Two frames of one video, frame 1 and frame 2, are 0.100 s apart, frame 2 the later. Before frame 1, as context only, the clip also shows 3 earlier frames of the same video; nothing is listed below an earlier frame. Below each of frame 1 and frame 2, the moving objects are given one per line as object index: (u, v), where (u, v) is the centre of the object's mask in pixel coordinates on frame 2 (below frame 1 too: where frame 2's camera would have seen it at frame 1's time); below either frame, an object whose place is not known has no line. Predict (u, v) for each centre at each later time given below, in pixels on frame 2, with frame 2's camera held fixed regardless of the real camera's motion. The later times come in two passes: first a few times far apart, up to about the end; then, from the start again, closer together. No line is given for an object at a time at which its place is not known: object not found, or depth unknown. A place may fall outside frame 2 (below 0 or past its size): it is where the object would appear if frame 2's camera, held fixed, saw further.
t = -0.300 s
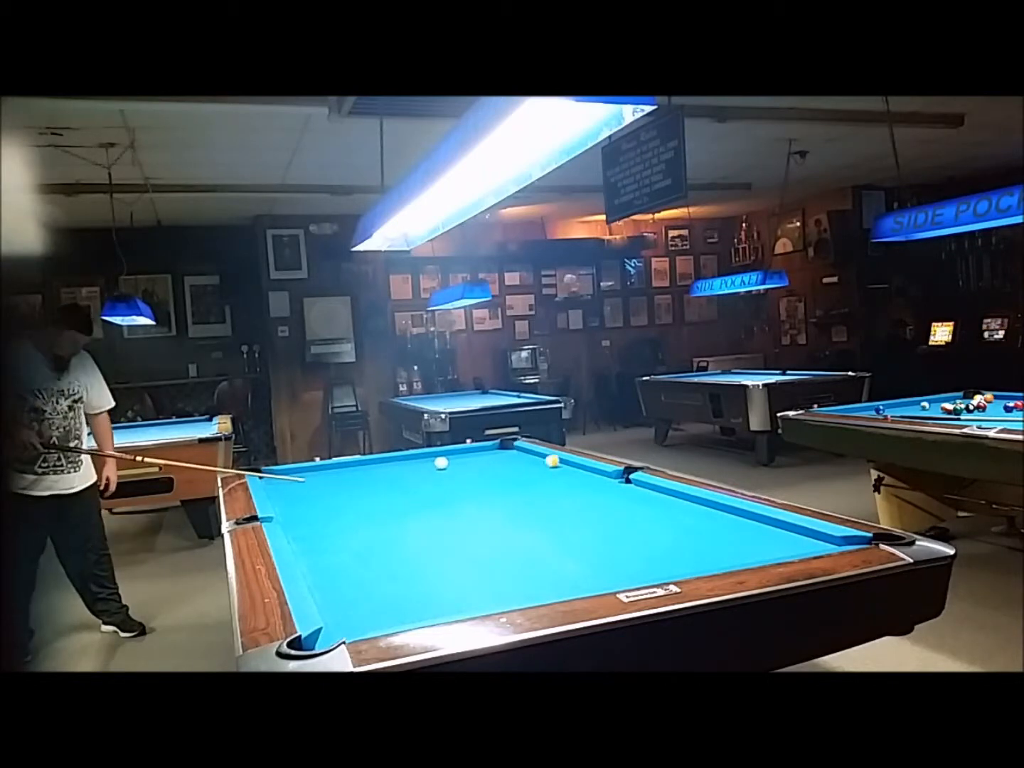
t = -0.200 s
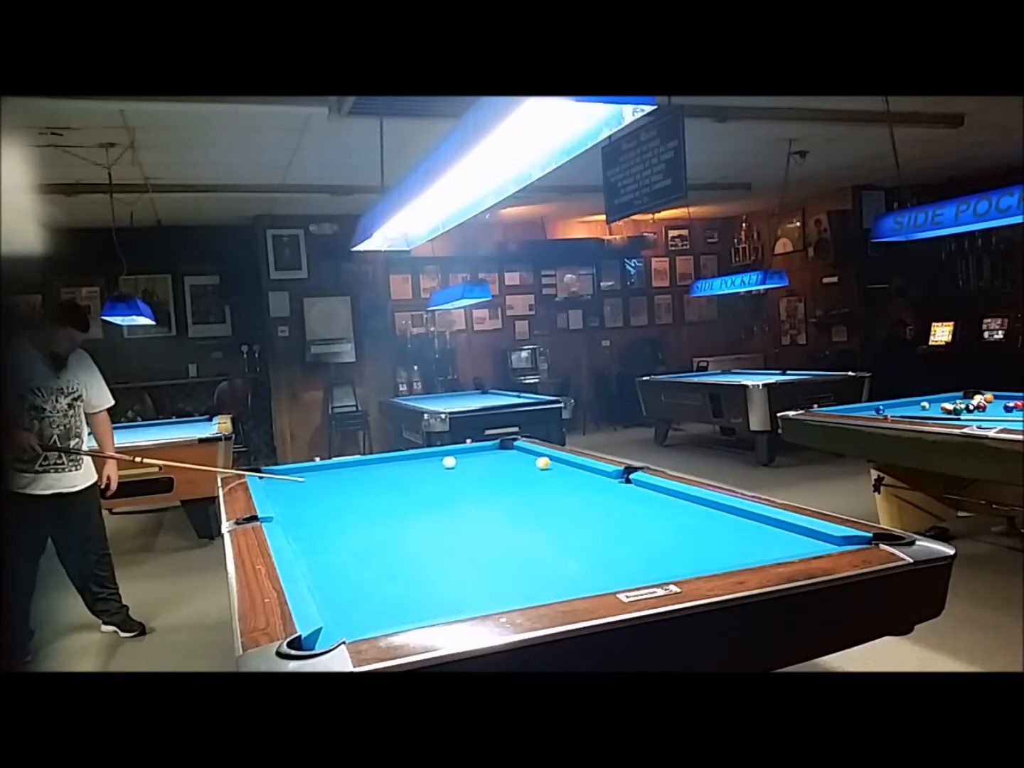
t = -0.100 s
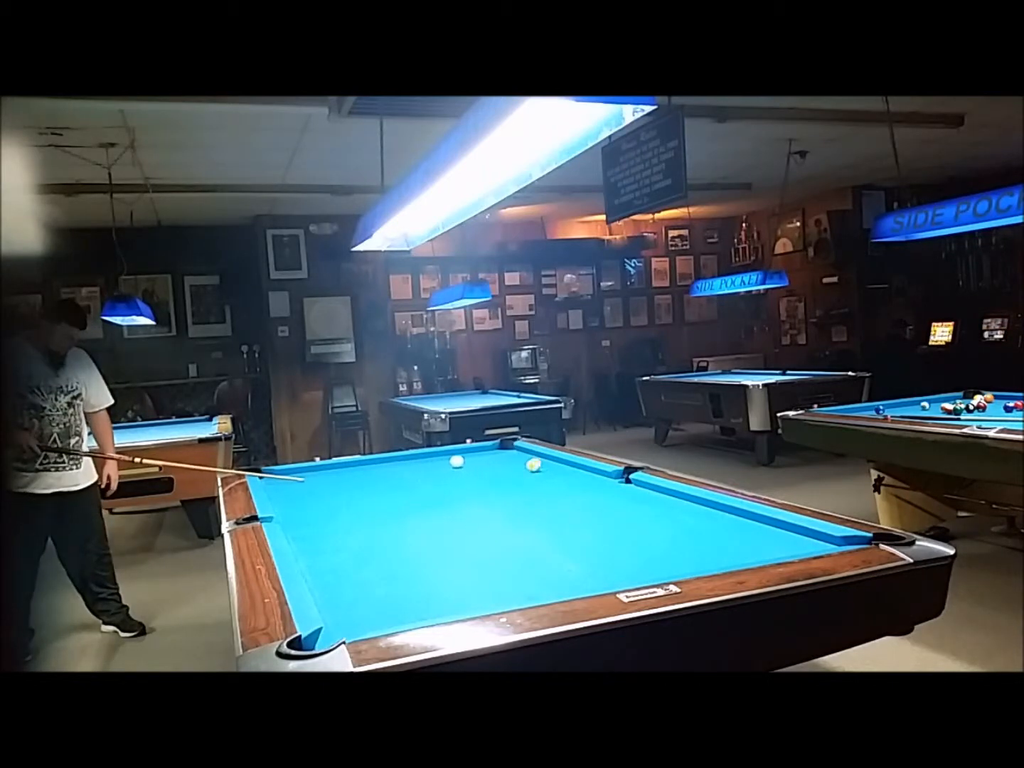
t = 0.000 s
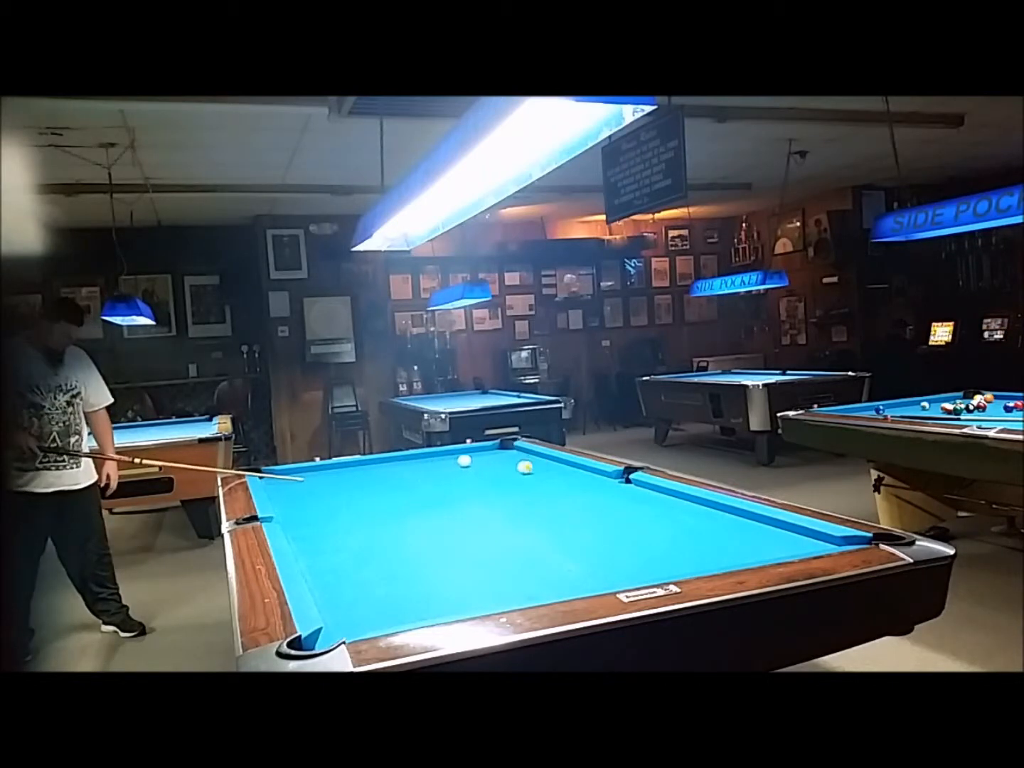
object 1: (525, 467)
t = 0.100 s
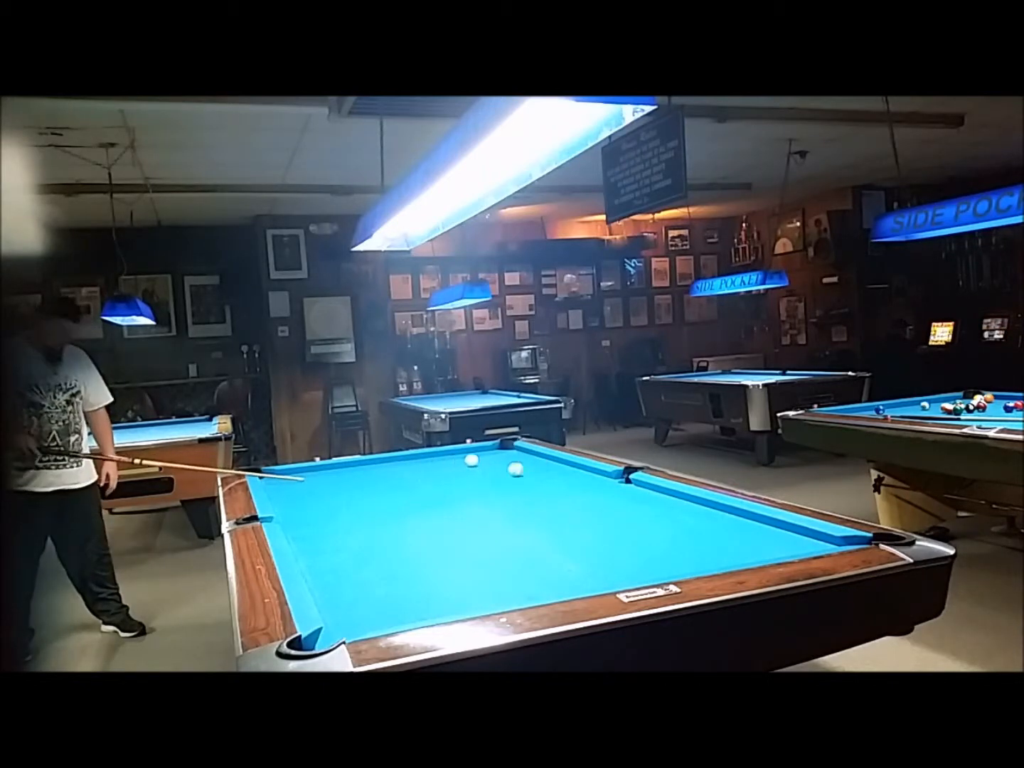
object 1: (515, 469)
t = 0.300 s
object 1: (497, 473)
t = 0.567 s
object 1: (471, 480)
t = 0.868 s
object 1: (441, 486)
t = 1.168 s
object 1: (411, 493)
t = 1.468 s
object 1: (380, 500)
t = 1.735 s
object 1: (352, 507)
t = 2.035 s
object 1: (320, 515)
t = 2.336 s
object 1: (288, 522)
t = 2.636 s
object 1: (281, 520)
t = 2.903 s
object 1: (279, 518)
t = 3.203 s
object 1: (285, 518)
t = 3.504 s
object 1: (290, 519)
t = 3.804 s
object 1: (295, 518)
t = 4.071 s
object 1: (297, 518)
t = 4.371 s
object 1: (297, 519)
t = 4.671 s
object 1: (297, 519)
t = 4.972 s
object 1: (297, 519)
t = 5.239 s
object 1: (297, 519)
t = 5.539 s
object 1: (297, 519)
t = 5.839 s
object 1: (297, 519)
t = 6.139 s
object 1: (297, 519)
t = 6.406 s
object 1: (297, 519)
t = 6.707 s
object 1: (297, 519)
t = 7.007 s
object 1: (297, 519)
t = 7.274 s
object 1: (297, 519)
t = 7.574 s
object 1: (297, 519)
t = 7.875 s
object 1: (297, 519)
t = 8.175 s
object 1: (297, 519)
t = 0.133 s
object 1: (512, 470)
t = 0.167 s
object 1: (509, 470)
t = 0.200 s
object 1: (506, 471)
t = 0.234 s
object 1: (503, 472)
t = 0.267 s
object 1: (500, 473)
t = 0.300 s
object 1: (497, 473)
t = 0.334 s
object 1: (493, 474)
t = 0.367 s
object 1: (491, 475)
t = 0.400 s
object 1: (487, 476)
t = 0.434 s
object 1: (484, 476)
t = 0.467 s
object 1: (481, 477)
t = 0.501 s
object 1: (477, 478)
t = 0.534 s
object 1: (474, 479)
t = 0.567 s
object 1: (471, 480)
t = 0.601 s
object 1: (467, 480)
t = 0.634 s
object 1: (464, 481)
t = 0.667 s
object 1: (461, 482)
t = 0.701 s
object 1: (458, 483)
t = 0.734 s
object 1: (454, 483)
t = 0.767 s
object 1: (451, 484)
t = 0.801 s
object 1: (448, 485)
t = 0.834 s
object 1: (445, 486)
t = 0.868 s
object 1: (441, 486)
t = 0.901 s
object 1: (438, 487)
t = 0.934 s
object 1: (435, 488)
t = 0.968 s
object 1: (432, 489)
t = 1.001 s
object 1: (428, 489)
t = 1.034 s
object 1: (425, 490)
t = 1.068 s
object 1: (421, 491)
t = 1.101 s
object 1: (418, 492)
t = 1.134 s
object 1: (415, 492)
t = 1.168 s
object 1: (411, 493)
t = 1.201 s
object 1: (408, 494)
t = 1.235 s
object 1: (404, 495)
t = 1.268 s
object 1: (401, 496)
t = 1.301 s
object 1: (397, 496)
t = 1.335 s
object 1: (394, 497)
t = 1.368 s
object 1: (390, 498)
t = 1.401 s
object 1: (387, 499)
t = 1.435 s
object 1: (384, 499)
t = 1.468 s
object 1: (380, 500)
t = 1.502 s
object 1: (376, 501)
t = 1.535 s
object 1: (373, 502)
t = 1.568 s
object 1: (369, 503)
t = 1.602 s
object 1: (366, 504)
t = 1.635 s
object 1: (363, 504)
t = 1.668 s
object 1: (359, 505)
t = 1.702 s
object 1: (355, 506)
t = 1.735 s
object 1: (352, 507)
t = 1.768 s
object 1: (348, 508)
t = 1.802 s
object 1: (345, 508)
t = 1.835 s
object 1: (341, 510)
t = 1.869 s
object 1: (338, 510)
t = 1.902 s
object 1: (334, 511)
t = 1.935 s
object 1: (331, 512)
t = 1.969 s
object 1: (327, 513)
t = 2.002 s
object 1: (323, 514)
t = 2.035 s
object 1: (320, 515)
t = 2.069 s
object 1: (316, 515)
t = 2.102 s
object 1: (313, 516)
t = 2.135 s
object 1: (309, 517)
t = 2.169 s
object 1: (305, 518)
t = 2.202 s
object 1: (302, 519)
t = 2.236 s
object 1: (298, 520)
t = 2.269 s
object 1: (295, 520)
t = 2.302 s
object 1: (291, 521)
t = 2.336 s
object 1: (288, 522)
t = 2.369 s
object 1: (285, 522)
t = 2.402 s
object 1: (284, 522)
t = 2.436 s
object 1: (283, 522)
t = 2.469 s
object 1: (283, 521)
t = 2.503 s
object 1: (282, 521)
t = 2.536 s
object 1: (282, 521)
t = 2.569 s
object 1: (282, 520)
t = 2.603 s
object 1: (282, 520)
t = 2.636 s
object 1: (281, 520)
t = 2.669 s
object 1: (281, 519)
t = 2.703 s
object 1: (280, 519)
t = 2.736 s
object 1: (279, 518)
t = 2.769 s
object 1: (279, 518)
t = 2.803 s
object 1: (278, 518)
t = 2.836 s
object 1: (278, 517)
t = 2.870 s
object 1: (278, 517)
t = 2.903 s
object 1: (279, 518)
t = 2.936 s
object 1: (279, 517)
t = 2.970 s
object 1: (280, 518)
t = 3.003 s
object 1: (281, 518)
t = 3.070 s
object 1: (282, 518)
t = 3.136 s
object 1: (284, 518)
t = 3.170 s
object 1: (284, 518)
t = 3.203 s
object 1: (285, 518)
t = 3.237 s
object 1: (286, 518)
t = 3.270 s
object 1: (286, 518)
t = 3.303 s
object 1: (287, 518)
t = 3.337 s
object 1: (288, 518)
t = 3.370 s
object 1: (288, 519)
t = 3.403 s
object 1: (289, 518)
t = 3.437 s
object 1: (289, 519)
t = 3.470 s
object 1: (290, 518)
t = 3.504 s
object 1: (290, 519)
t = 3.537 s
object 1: (291, 519)
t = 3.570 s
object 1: (292, 519)
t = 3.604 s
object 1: (292, 519)
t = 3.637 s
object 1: (292, 518)
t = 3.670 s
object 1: (293, 519)
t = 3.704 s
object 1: (293, 519)
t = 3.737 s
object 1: (294, 519)
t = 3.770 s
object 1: (294, 518)
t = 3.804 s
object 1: (295, 518)
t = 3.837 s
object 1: (295, 518)
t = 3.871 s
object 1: (295, 518)
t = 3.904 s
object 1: (296, 518)
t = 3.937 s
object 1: (296, 518)
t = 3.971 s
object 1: (296, 518)
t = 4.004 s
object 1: (296, 518)
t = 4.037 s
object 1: (297, 518)
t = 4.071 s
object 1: (297, 518)
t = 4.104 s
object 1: (297, 518)
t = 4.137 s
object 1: (297, 518)
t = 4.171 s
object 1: (297, 518)
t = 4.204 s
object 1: (297, 518)
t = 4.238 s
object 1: (297, 518)
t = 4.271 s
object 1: (297, 518)
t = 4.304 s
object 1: (297, 518)
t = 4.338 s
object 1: (297, 519)
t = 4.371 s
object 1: (297, 519)
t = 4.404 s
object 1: (297, 519)
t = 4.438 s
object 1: (297, 519)
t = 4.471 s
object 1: (297, 519)
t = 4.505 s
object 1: (297, 519)
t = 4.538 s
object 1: (297, 519)
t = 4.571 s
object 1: (297, 519)
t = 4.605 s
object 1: (297, 519)
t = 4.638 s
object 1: (297, 519)
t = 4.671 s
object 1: (297, 519)
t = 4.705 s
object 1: (297, 519)
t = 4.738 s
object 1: (297, 519)
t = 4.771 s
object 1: (297, 519)
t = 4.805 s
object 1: (297, 519)
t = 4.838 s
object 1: (297, 519)
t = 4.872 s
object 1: (297, 519)
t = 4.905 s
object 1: (297, 519)
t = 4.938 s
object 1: (297, 519)
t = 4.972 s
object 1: (297, 519)
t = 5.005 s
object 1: (297, 519)
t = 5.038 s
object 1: (297, 519)
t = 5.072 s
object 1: (297, 519)
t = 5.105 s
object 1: (297, 519)
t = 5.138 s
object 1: (297, 519)
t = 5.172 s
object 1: (297, 519)
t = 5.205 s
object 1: (297, 519)
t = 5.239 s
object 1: (297, 519)
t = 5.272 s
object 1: (297, 519)
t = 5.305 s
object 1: (297, 519)
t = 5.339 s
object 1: (297, 519)
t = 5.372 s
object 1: (297, 519)
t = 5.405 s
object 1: (297, 519)
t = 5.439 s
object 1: (297, 519)
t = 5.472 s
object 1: (297, 519)
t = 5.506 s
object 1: (297, 519)
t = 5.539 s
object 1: (297, 519)
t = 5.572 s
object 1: (297, 519)
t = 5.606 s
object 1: (297, 519)
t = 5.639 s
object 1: (297, 519)
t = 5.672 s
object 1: (297, 519)
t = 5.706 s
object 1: (297, 519)
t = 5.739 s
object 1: (297, 519)
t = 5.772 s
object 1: (297, 519)
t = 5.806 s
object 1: (297, 519)
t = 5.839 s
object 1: (297, 519)
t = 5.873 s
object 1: (297, 519)
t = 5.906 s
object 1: (297, 519)
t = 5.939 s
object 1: (297, 519)
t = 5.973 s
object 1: (297, 519)
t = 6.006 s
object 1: (297, 519)
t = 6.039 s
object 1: (297, 519)
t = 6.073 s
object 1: (297, 519)
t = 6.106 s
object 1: (297, 519)
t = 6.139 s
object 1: (297, 519)
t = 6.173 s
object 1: (297, 519)
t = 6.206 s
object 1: (297, 519)
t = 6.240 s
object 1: (297, 519)
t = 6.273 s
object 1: (297, 519)
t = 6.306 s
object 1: (297, 519)
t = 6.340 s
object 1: (297, 519)
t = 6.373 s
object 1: (297, 519)
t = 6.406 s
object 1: (297, 519)
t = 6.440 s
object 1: (297, 519)
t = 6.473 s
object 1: (297, 519)
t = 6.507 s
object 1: (297, 519)
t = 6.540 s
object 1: (297, 519)
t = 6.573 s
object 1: (297, 519)
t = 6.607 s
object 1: (297, 519)
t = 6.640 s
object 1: (297, 519)
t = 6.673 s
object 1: (297, 519)
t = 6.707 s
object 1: (297, 519)
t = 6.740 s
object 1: (296, 519)
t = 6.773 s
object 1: (297, 519)
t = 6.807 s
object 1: (297, 519)
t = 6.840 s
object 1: (297, 519)
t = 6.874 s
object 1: (297, 519)
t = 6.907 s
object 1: (296, 519)
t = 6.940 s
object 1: (297, 519)
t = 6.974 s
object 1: (297, 519)
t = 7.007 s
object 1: (297, 519)
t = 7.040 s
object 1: (297, 519)
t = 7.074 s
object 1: (297, 519)
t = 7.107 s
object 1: (297, 519)
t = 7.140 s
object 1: (297, 519)
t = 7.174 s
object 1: (297, 519)
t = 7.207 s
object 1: (297, 519)
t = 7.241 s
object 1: (297, 519)
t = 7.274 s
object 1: (297, 519)
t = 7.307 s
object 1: (297, 519)
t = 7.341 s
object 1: (297, 519)
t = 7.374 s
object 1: (297, 519)
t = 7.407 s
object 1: (297, 519)
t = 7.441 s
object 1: (297, 519)
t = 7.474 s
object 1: (297, 519)
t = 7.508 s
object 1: (297, 519)
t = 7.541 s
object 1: (297, 519)
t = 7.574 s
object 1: (297, 519)
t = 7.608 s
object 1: (297, 519)
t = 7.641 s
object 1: (297, 519)
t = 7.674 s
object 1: (297, 519)
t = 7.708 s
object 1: (297, 519)
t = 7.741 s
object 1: (297, 519)
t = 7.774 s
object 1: (297, 519)
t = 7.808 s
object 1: (297, 519)
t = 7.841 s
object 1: (297, 519)
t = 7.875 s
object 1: (297, 519)
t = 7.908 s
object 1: (297, 519)
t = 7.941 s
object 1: (297, 519)
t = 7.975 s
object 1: (297, 519)
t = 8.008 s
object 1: (297, 519)
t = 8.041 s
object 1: (297, 519)
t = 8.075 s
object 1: (297, 519)
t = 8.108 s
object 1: (297, 519)
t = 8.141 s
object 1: (297, 519)
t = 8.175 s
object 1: (297, 519)
